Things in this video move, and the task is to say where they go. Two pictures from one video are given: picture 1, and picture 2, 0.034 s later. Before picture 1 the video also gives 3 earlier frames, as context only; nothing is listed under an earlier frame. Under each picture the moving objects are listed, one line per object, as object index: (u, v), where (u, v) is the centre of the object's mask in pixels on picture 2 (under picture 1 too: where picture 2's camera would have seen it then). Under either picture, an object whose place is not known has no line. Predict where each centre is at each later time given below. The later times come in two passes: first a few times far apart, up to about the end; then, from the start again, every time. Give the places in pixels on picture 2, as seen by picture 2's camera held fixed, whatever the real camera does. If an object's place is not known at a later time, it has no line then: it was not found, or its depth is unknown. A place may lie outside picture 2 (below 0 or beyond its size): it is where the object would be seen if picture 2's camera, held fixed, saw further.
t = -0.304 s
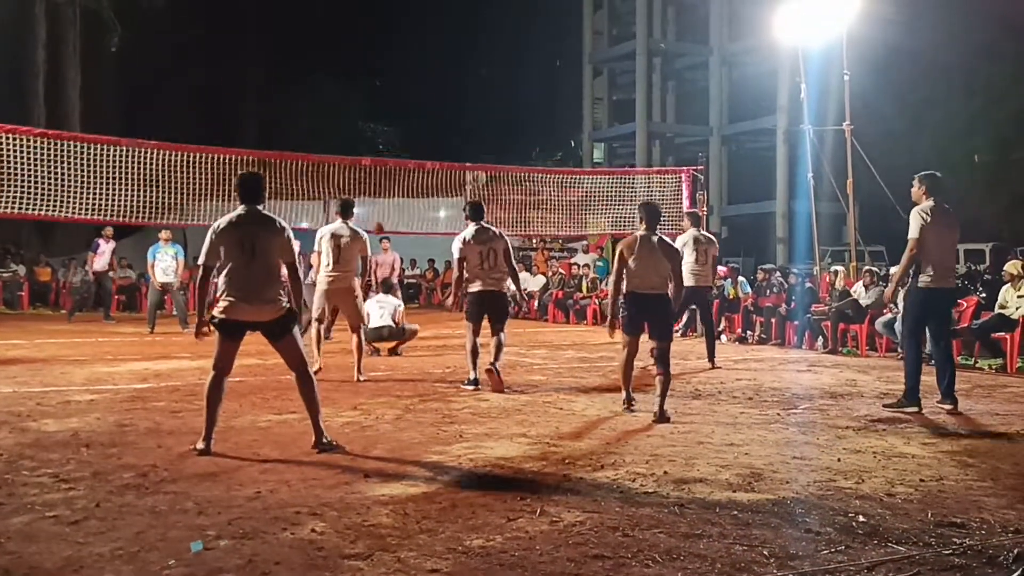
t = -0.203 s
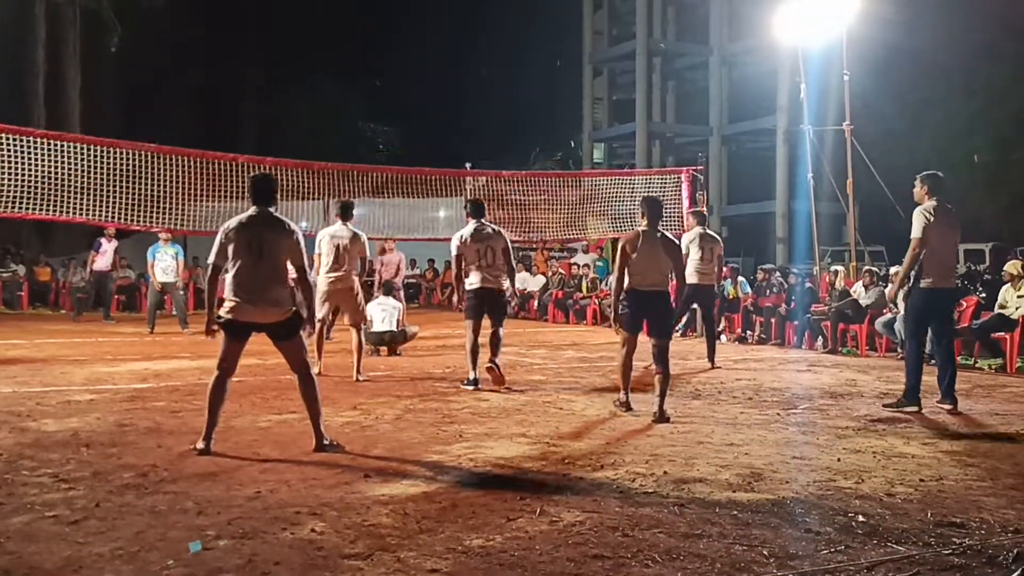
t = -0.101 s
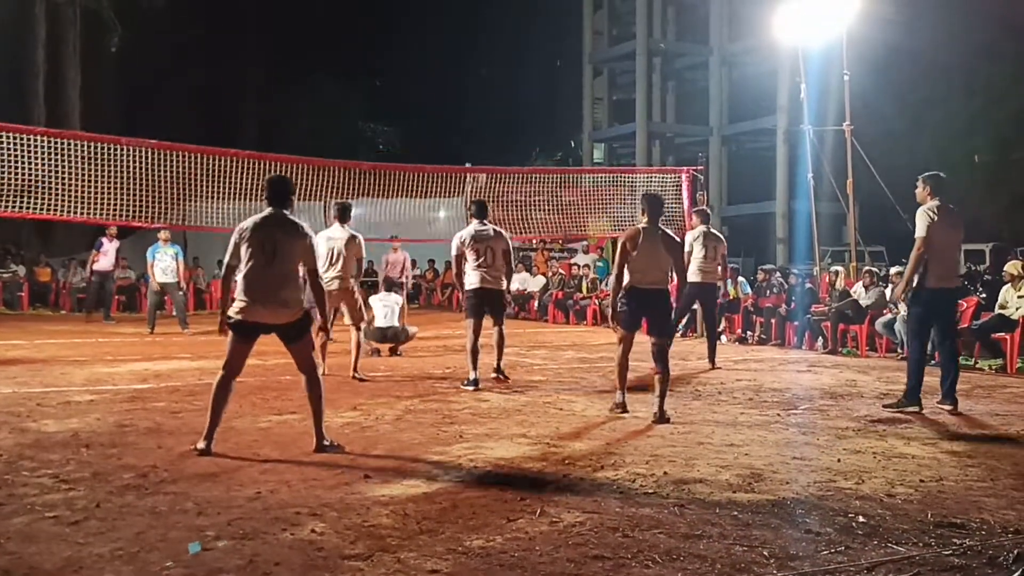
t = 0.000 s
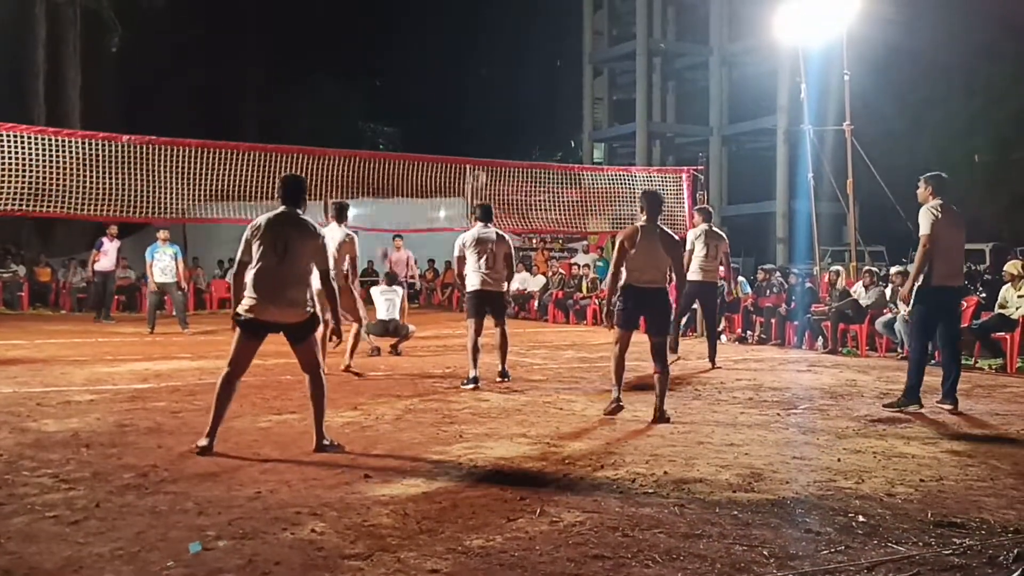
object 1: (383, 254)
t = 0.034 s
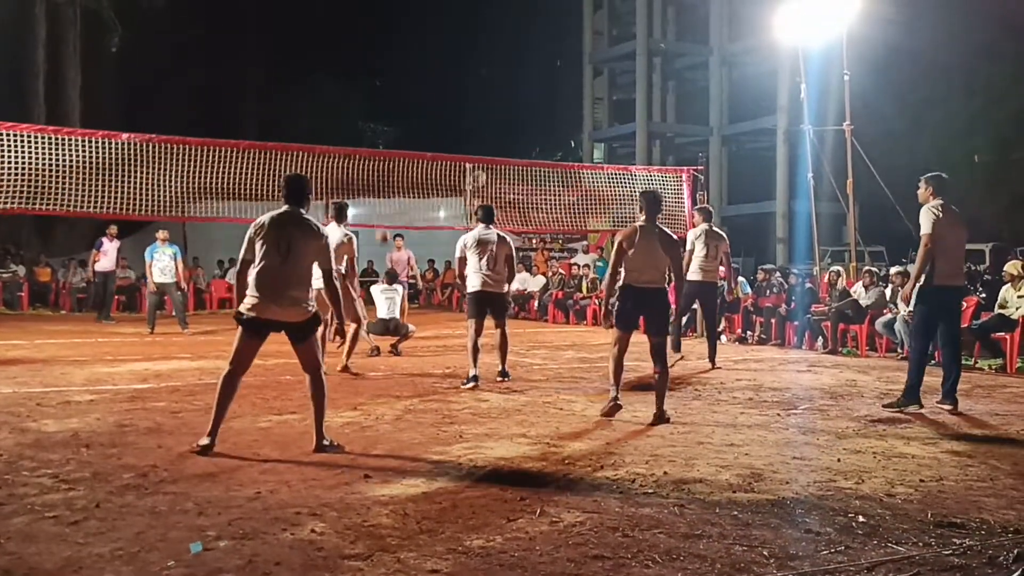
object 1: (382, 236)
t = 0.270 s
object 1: (375, 142)
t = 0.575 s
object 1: (365, 80)
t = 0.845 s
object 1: (356, 88)
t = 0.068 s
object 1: (381, 222)
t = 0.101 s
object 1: (381, 208)
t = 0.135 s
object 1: (380, 191)
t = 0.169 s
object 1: (377, 178)
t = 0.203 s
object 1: (376, 164)
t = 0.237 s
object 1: (375, 152)
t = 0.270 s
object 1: (375, 142)
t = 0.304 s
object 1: (373, 132)
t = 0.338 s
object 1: (373, 122)
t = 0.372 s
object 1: (371, 114)
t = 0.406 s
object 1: (371, 106)
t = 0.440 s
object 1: (369, 99)
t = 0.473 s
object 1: (368, 94)
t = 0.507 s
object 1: (368, 88)
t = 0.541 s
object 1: (366, 84)
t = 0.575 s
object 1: (365, 80)
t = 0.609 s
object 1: (364, 77)
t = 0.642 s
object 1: (363, 76)
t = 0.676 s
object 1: (362, 75)
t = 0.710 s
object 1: (361, 76)
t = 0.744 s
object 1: (360, 77)
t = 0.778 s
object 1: (359, 80)
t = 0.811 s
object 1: (357, 83)
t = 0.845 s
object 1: (356, 88)
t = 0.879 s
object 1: (355, 93)
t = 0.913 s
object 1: (354, 99)
